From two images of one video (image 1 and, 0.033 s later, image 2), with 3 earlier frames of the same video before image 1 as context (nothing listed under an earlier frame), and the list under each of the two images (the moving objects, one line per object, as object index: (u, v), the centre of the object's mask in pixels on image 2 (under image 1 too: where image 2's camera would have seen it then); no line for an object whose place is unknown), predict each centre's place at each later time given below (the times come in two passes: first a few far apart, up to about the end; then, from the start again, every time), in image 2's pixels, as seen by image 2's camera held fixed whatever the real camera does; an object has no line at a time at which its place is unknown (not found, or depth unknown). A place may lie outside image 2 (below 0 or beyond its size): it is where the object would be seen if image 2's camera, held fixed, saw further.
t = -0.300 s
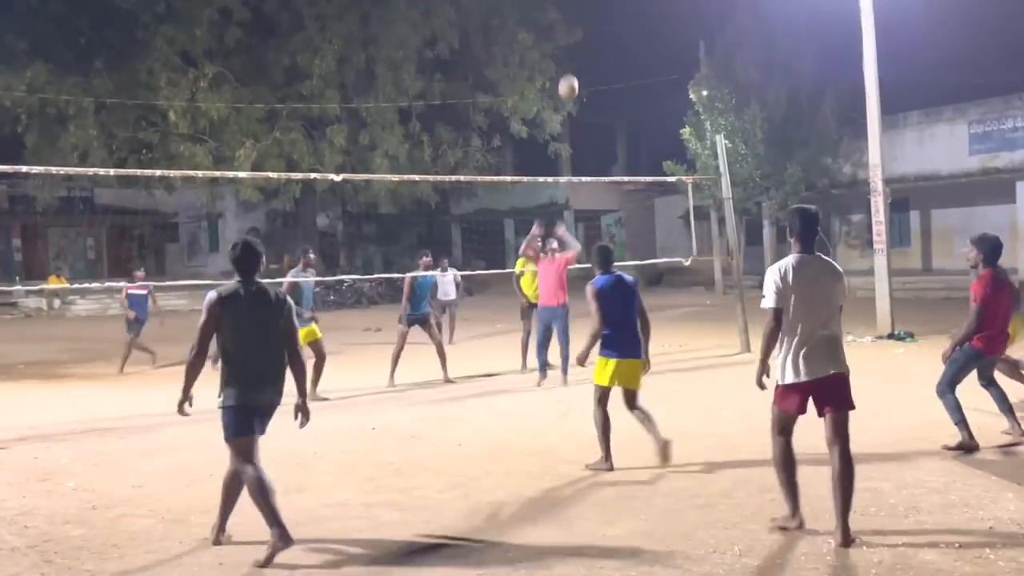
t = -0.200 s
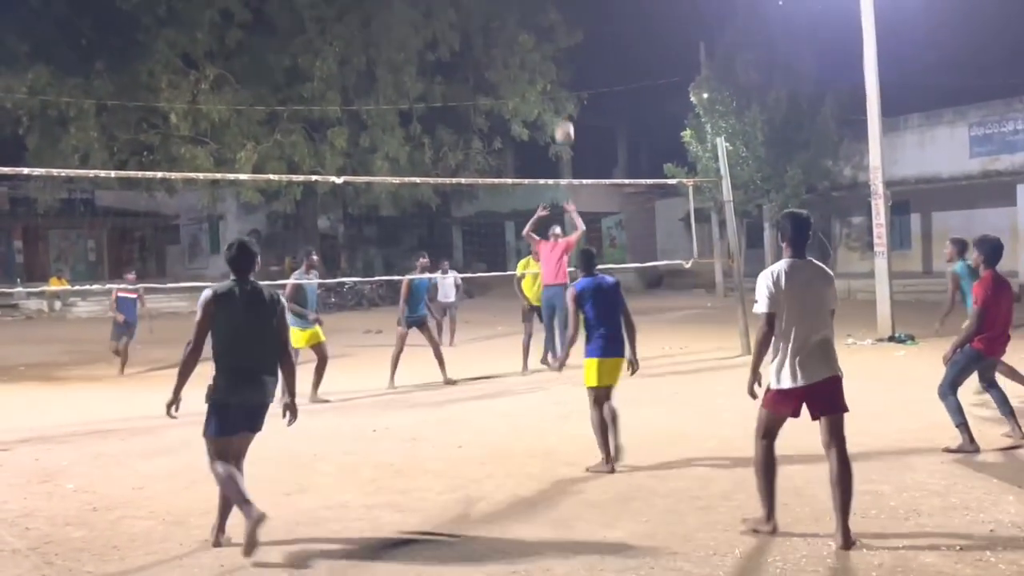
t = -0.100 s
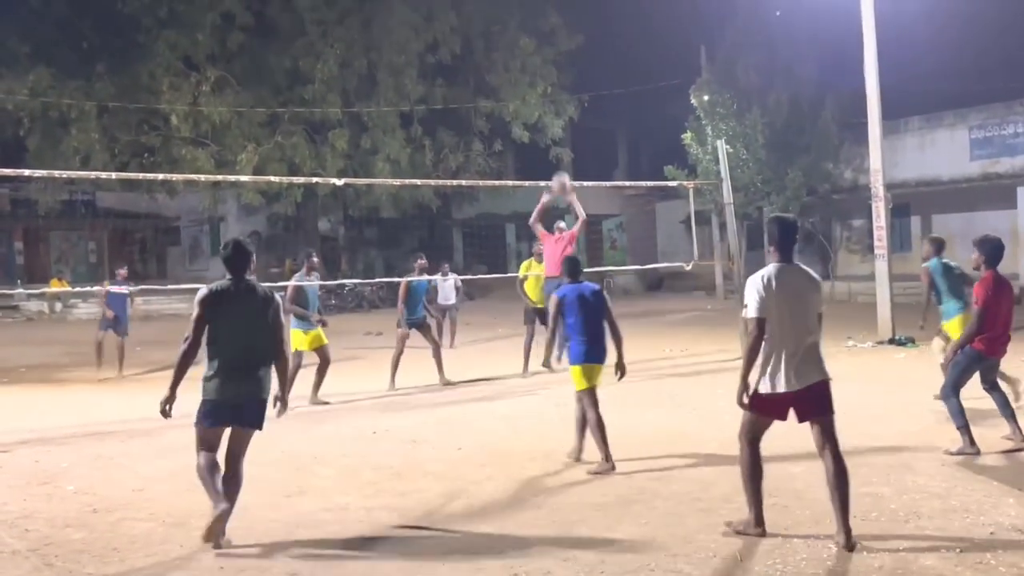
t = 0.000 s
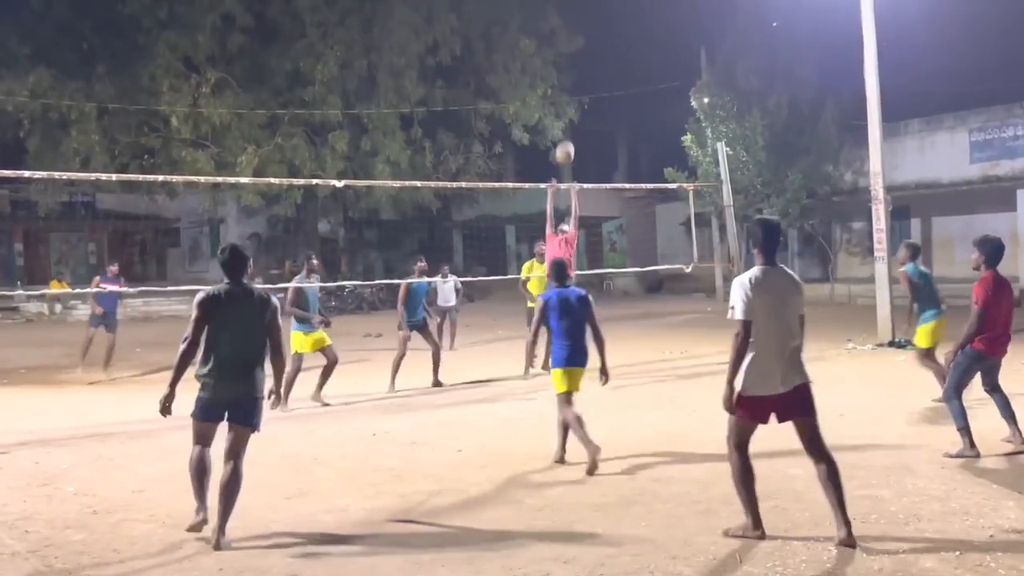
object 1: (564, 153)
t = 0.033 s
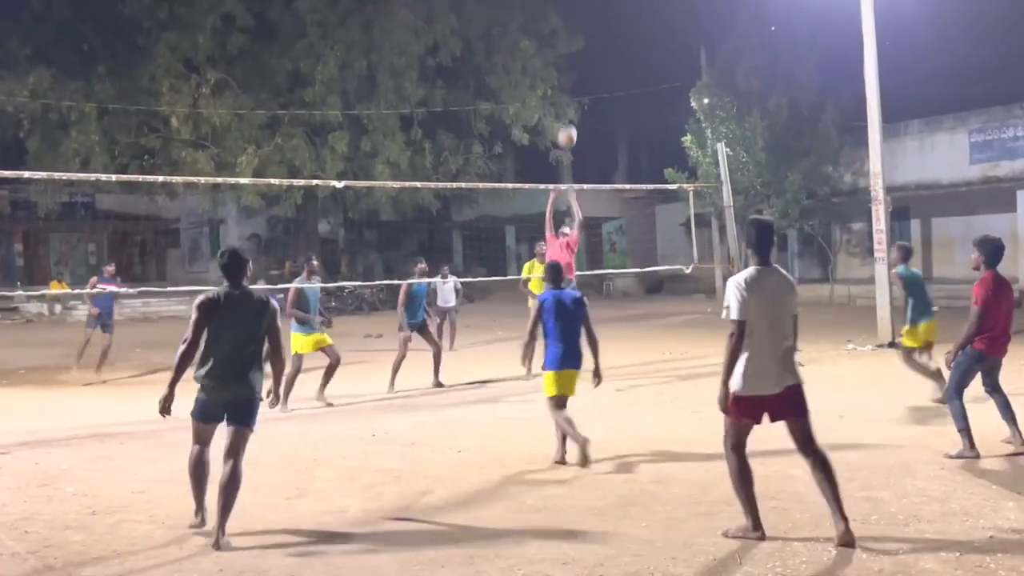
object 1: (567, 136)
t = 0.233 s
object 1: (583, 58)
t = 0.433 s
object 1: (601, 14)
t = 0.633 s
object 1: (620, 4)
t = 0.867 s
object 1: (643, 35)
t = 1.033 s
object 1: (660, 83)
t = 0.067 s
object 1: (570, 120)
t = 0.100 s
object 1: (572, 107)
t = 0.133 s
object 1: (575, 93)
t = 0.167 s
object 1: (577, 80)
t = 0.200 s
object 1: (580, 69)
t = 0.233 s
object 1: (583, 58)
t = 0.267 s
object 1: (586, 48)
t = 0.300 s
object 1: (589, 40)
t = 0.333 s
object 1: (592, 32)
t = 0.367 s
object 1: (595, 25)
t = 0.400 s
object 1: (598, 19)
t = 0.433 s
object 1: (601, 14)
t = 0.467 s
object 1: (604, 10)
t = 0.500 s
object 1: (607, 7)
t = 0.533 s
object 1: (610, 5)
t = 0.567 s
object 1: (614, 4)
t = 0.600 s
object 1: (617, 4)
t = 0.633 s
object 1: (620, 4)
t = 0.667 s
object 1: (623, 6)
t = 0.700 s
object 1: (626, 8)
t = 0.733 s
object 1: (630, 11)
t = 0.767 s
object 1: (633, 16)
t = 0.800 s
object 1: (636, 21)
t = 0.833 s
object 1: (639, 27)
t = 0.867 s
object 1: (643, 35)
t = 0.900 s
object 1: (646, 43)
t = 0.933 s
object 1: (650, 51)
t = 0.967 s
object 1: (653, 61)
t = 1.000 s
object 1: (656, 72)
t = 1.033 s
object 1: (660, 83)
